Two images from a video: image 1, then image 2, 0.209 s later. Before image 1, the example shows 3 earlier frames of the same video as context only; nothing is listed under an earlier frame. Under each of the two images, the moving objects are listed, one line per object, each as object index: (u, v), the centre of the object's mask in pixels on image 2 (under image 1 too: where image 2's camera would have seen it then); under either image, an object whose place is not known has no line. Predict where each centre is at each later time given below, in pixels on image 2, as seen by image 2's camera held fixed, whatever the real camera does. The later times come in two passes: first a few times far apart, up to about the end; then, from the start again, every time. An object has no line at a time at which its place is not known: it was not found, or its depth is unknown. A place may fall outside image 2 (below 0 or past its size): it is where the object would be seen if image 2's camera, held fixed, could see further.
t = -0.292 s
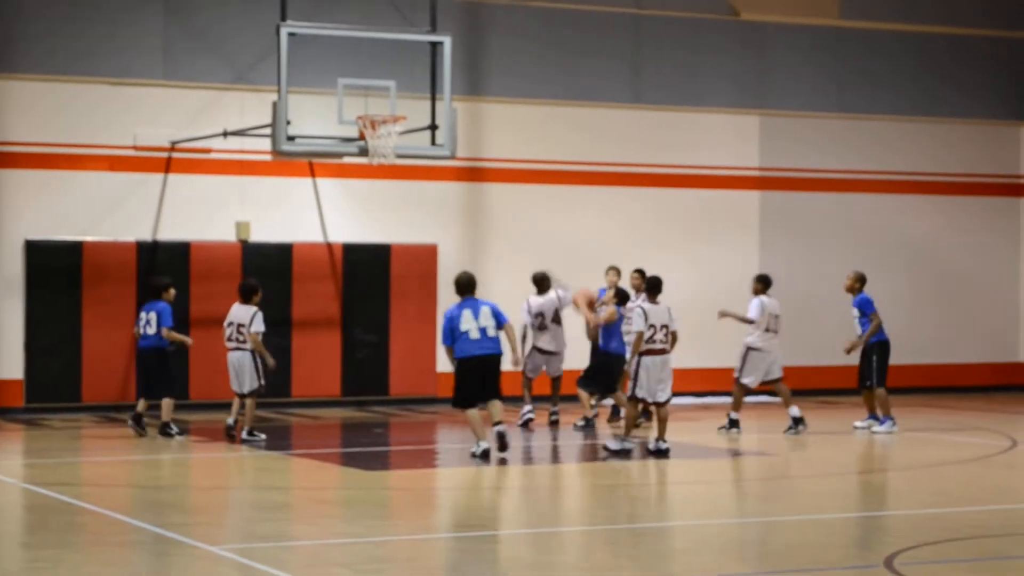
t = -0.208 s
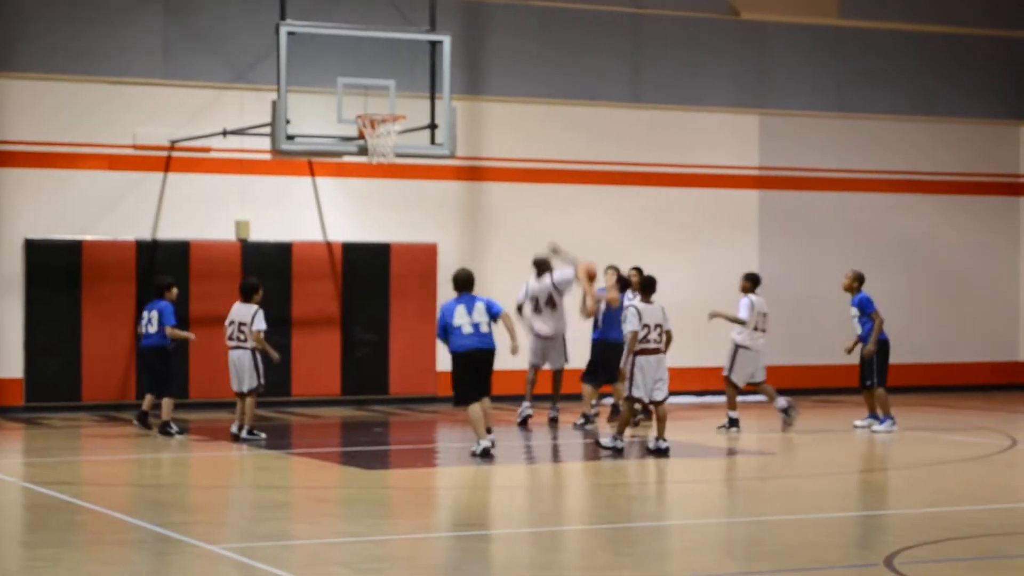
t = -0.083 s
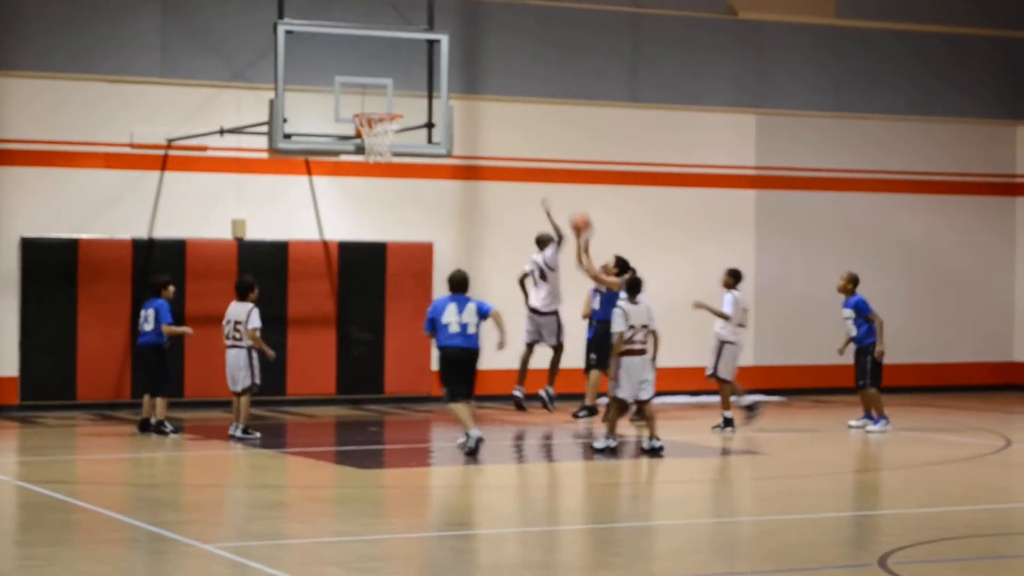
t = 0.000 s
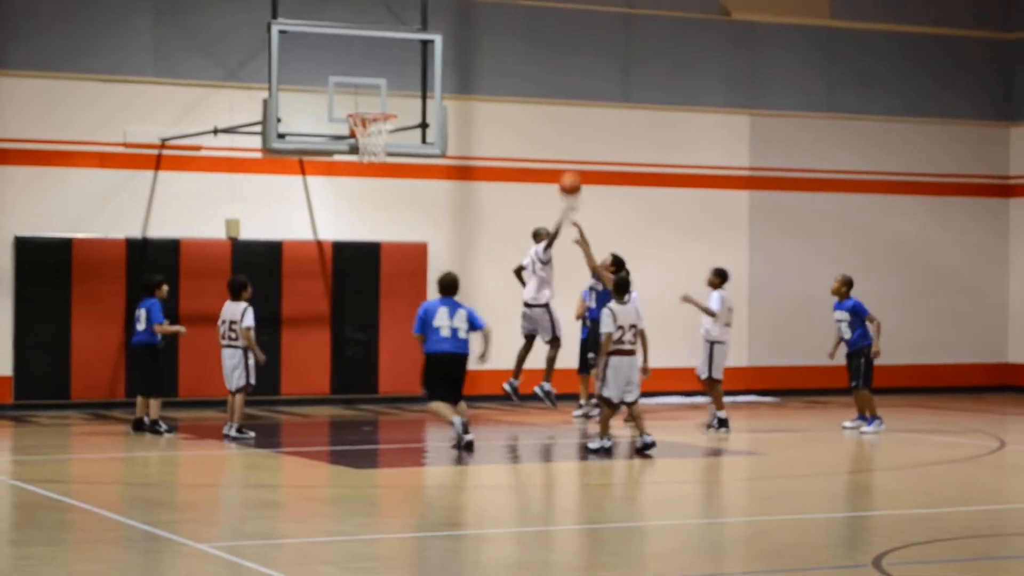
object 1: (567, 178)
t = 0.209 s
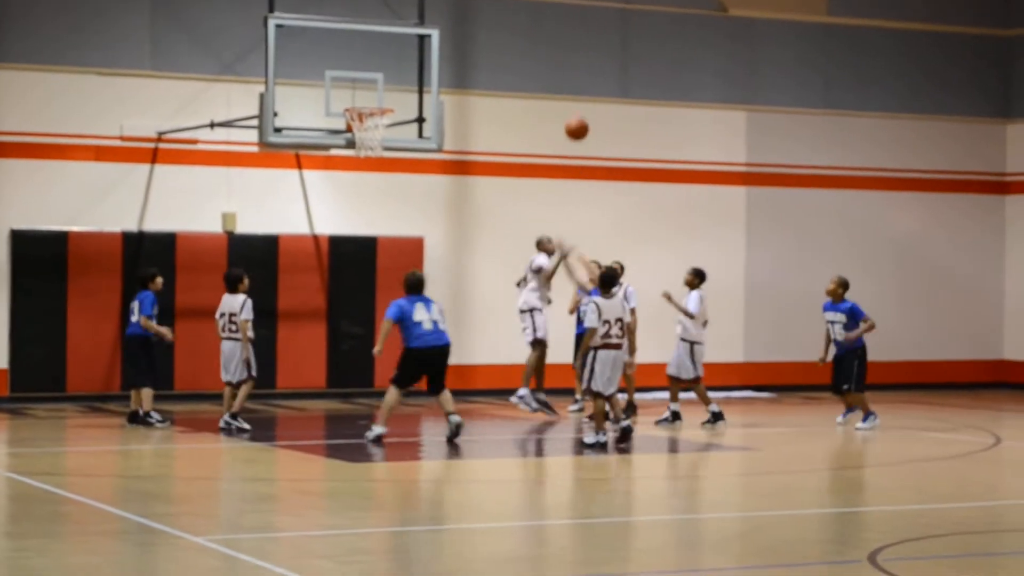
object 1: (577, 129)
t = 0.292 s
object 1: (581, 119)
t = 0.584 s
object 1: (596, 142)
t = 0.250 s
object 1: (579, 123)
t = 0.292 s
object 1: (581, 119)
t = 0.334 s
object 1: (582, 117)
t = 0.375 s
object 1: (585, 116)
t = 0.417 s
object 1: (586, 117)
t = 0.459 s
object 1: (589, 121)
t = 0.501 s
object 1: (591, 126)
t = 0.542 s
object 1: (594, 133)
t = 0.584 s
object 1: (596, 142)
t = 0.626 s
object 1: (598, 153)
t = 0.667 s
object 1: (600, 166)
